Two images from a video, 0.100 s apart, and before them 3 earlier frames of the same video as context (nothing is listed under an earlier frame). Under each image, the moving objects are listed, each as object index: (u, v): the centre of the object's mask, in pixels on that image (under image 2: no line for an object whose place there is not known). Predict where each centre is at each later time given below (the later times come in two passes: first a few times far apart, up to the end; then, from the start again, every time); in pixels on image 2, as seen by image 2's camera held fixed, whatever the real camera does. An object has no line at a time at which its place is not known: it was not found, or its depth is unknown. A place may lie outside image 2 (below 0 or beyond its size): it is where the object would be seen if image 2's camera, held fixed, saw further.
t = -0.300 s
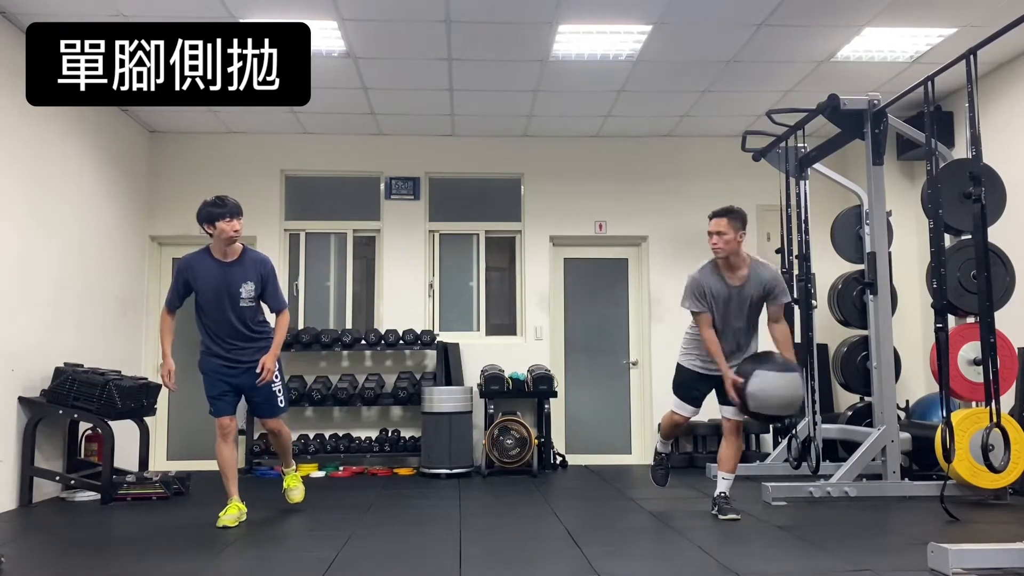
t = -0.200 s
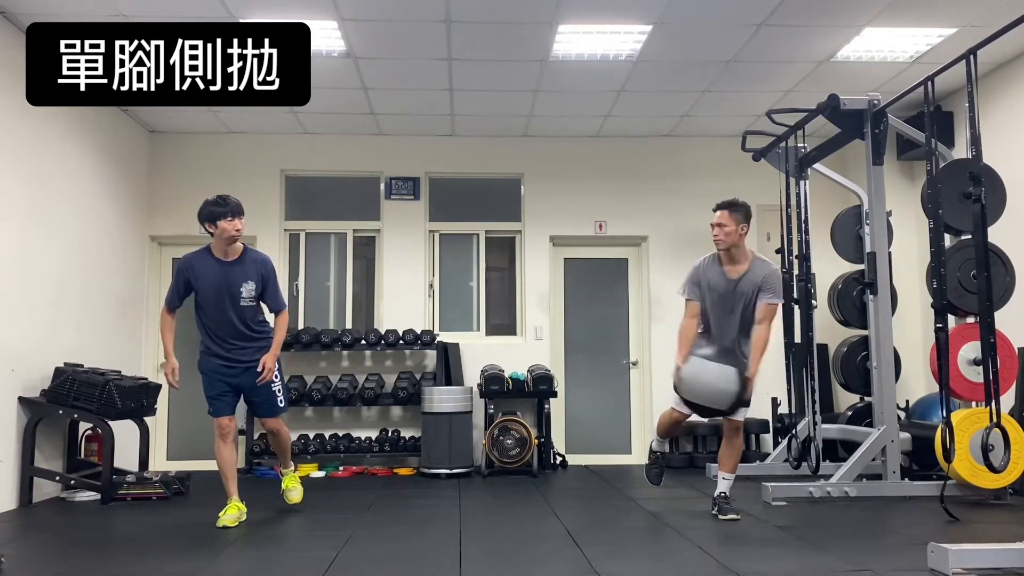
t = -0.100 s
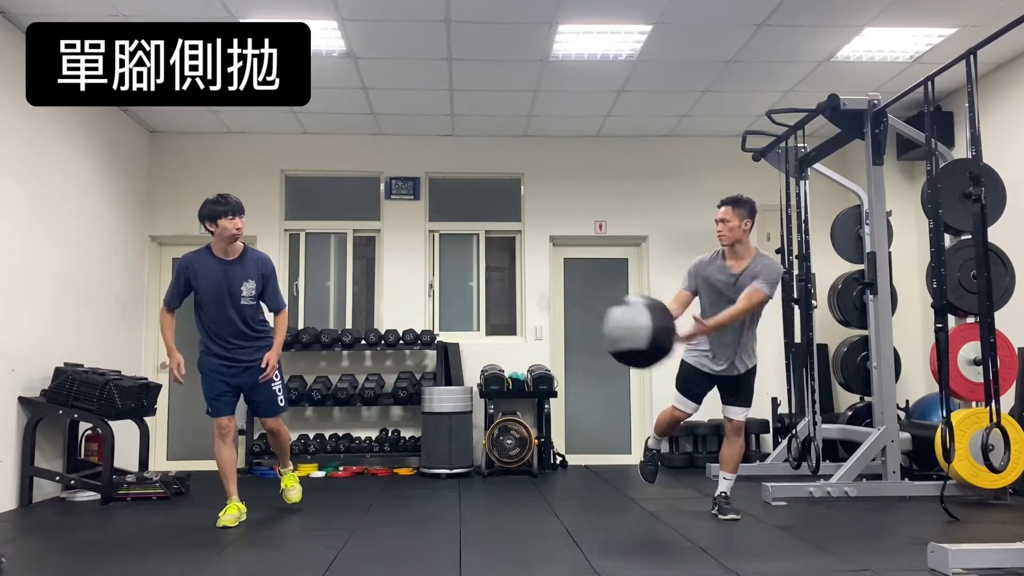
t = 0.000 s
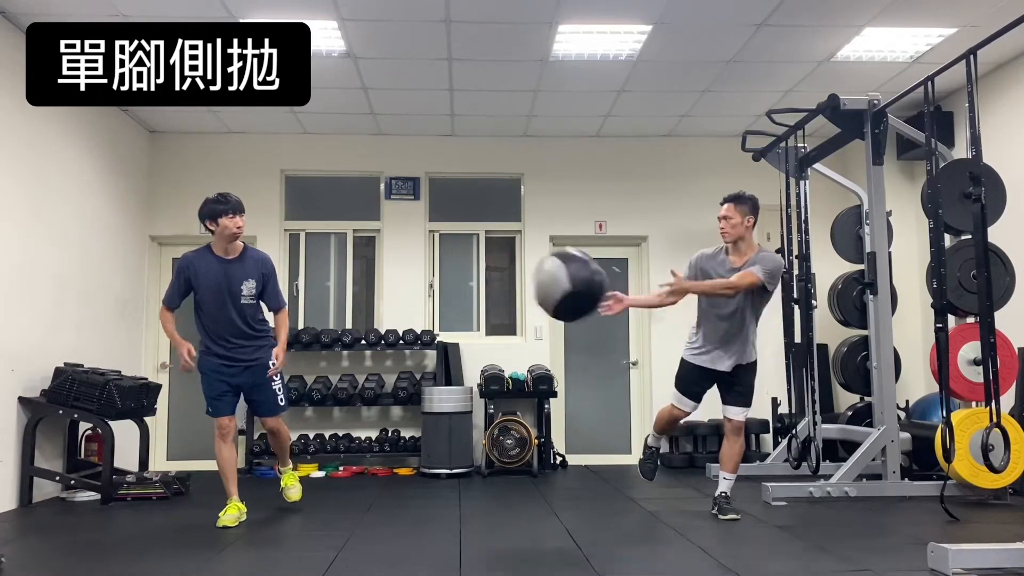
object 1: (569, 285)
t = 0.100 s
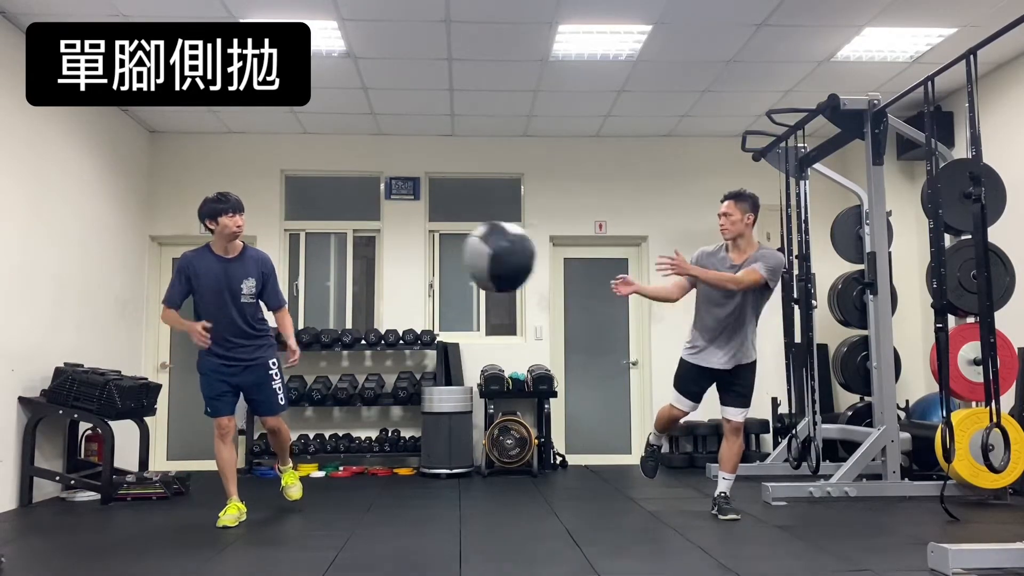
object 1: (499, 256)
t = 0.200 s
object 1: (429, 248)
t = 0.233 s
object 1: (405, 249)
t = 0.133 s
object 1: (476, 251)
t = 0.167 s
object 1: (453, 248)
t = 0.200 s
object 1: (429, 248)
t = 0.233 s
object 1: (405, 249)
